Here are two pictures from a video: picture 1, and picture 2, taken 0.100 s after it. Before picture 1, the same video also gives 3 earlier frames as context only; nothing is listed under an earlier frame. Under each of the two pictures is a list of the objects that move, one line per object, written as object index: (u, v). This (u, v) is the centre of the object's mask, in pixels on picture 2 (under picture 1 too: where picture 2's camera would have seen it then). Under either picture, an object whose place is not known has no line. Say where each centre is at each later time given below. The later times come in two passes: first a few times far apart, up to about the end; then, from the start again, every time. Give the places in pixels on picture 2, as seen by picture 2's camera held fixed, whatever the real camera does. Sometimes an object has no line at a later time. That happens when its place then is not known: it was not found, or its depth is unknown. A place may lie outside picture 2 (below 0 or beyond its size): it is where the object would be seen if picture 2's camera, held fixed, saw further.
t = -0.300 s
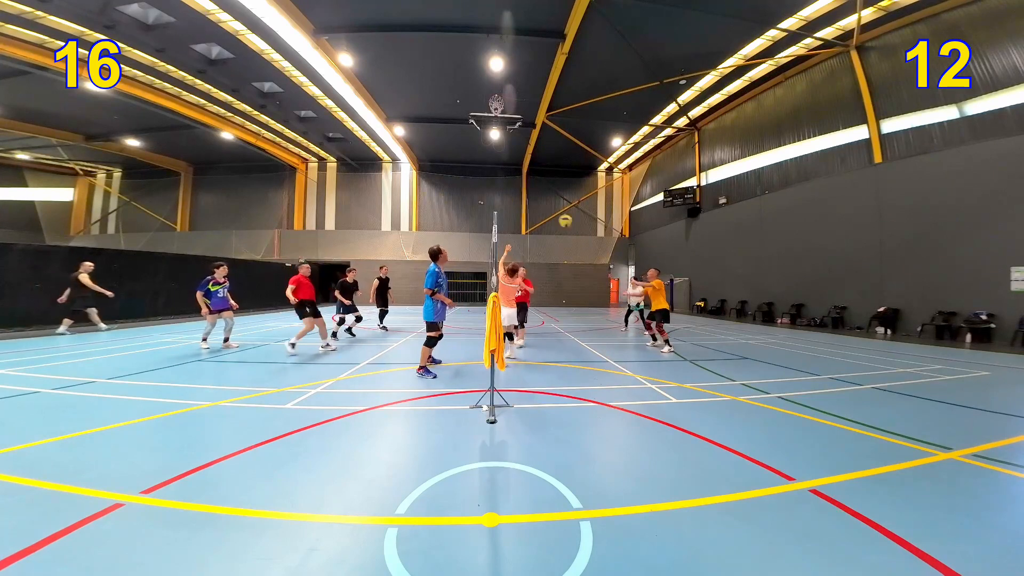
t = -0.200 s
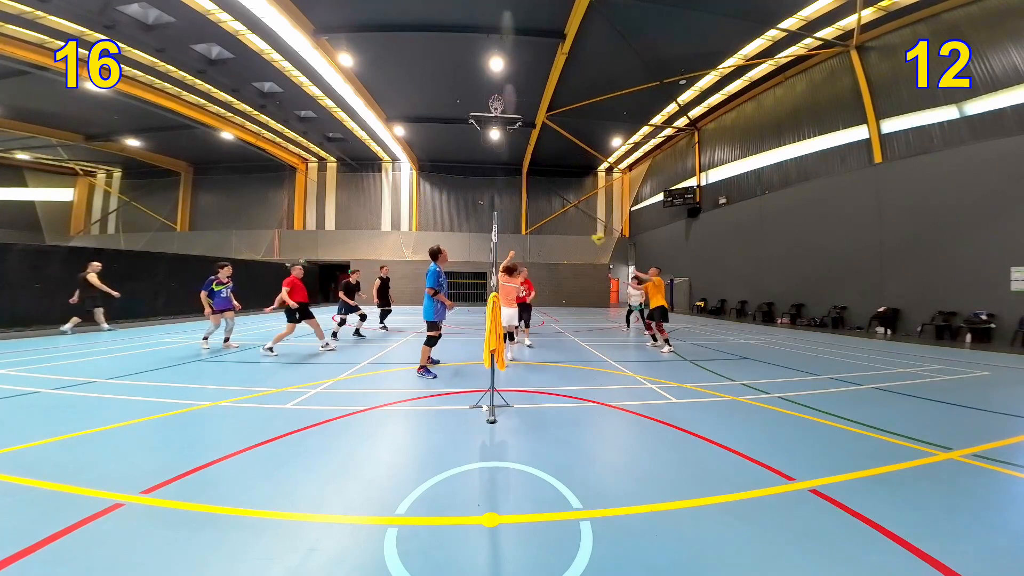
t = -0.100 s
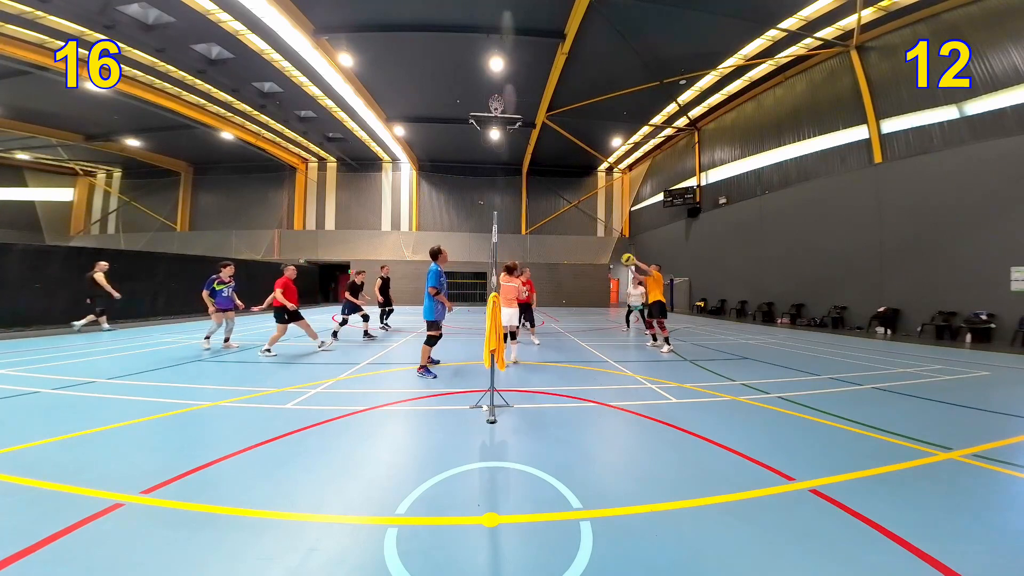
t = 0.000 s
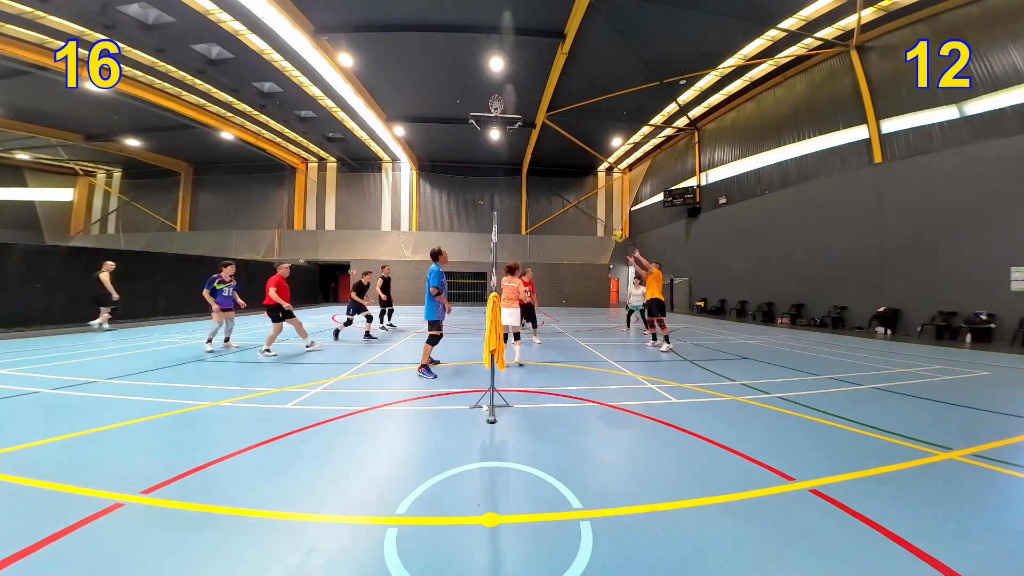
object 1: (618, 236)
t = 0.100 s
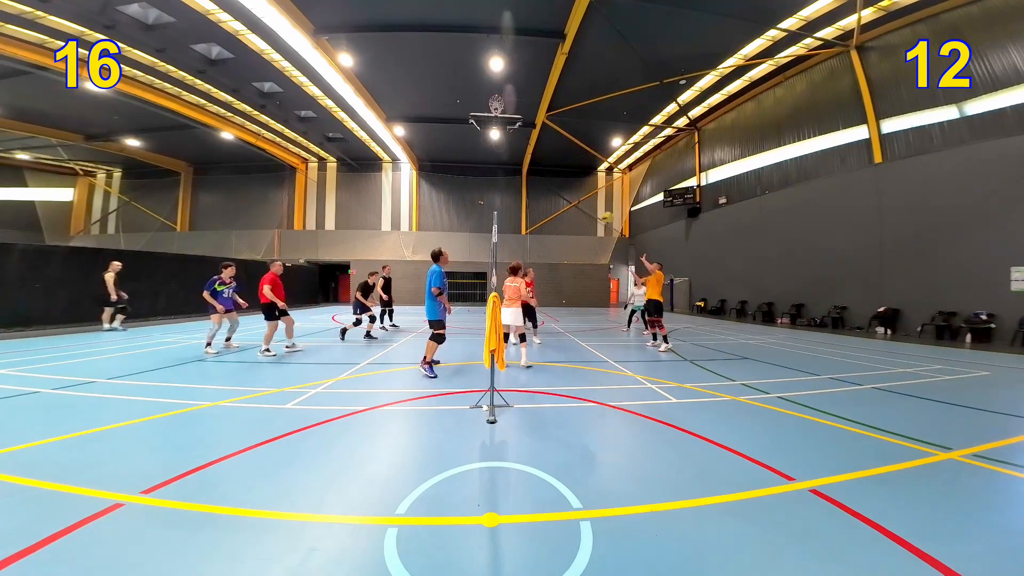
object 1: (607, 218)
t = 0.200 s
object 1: (596, 204)
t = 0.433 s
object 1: (572, 188)
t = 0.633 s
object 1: (552, 194)
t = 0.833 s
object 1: (533, 217)
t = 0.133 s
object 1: (604, 213)
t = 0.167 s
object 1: (600, 208)
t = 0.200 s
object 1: (596, 204)
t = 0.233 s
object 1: (592, 200)
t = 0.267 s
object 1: (590, 197)
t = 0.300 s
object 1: (586, 194)
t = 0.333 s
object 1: (582, 192)
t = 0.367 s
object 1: (579, 190)
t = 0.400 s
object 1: (576, 189)
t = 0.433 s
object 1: (572, 188)
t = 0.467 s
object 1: (569, 188)
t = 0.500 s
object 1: (566, 189)
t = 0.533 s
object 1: (562, 189)
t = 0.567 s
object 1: (559, 190)
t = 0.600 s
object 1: (556, 192)
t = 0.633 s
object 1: (552, 194)
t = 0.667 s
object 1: (549, 197)
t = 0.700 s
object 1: (546, 200)
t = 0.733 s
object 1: (543, 203)
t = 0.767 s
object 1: (539, 207)
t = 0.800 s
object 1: (536, 211)
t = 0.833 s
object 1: (533, 217)
